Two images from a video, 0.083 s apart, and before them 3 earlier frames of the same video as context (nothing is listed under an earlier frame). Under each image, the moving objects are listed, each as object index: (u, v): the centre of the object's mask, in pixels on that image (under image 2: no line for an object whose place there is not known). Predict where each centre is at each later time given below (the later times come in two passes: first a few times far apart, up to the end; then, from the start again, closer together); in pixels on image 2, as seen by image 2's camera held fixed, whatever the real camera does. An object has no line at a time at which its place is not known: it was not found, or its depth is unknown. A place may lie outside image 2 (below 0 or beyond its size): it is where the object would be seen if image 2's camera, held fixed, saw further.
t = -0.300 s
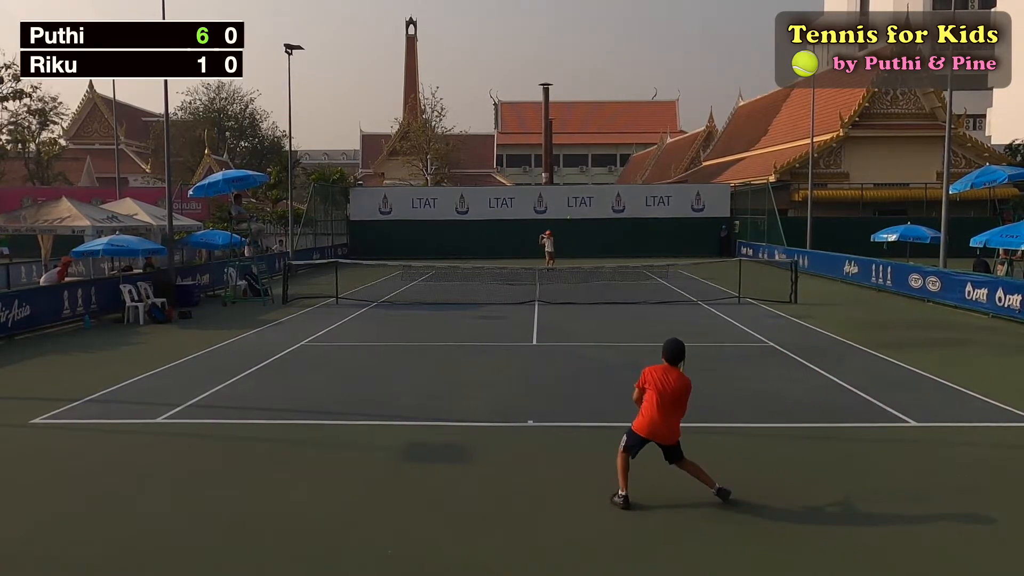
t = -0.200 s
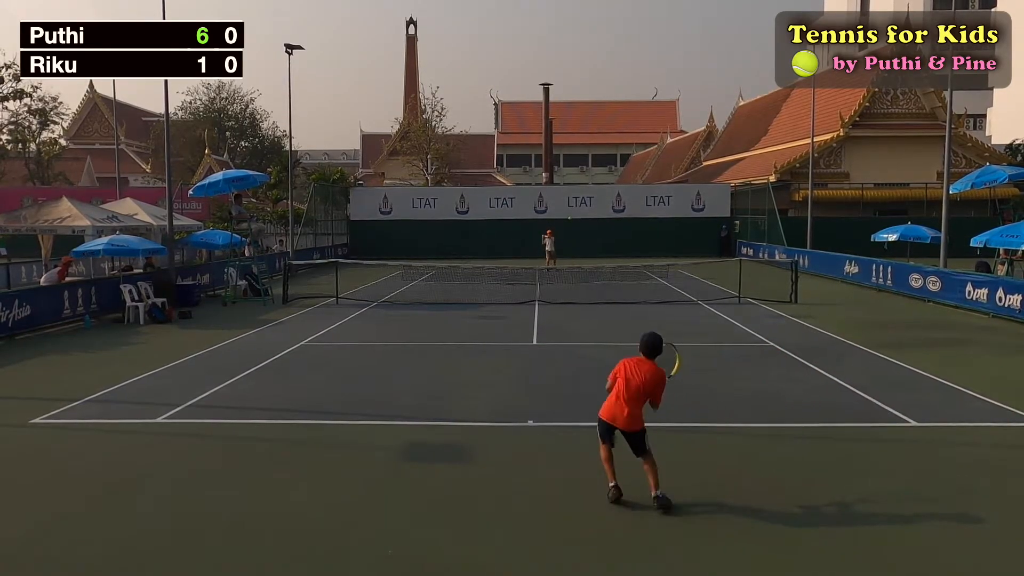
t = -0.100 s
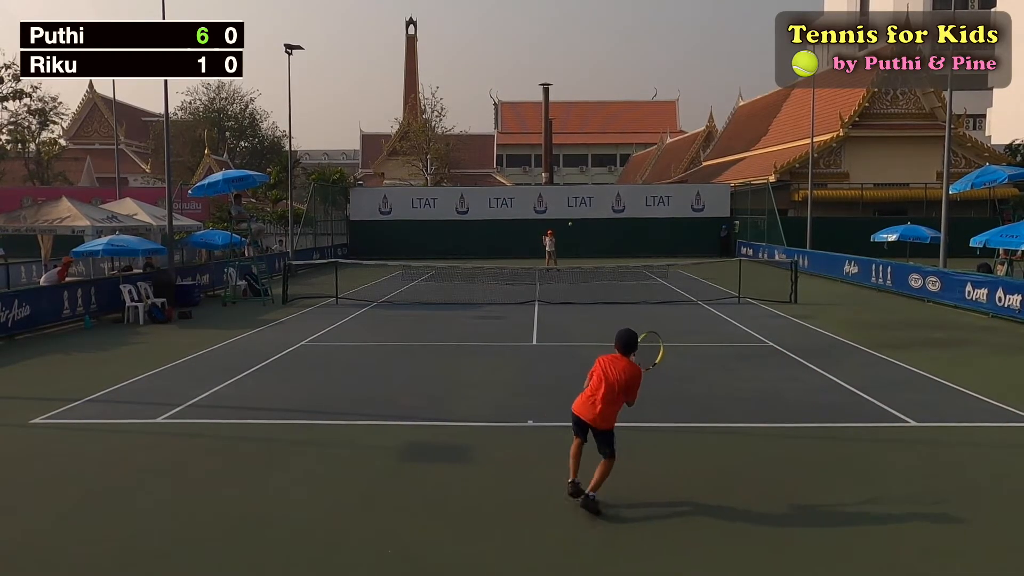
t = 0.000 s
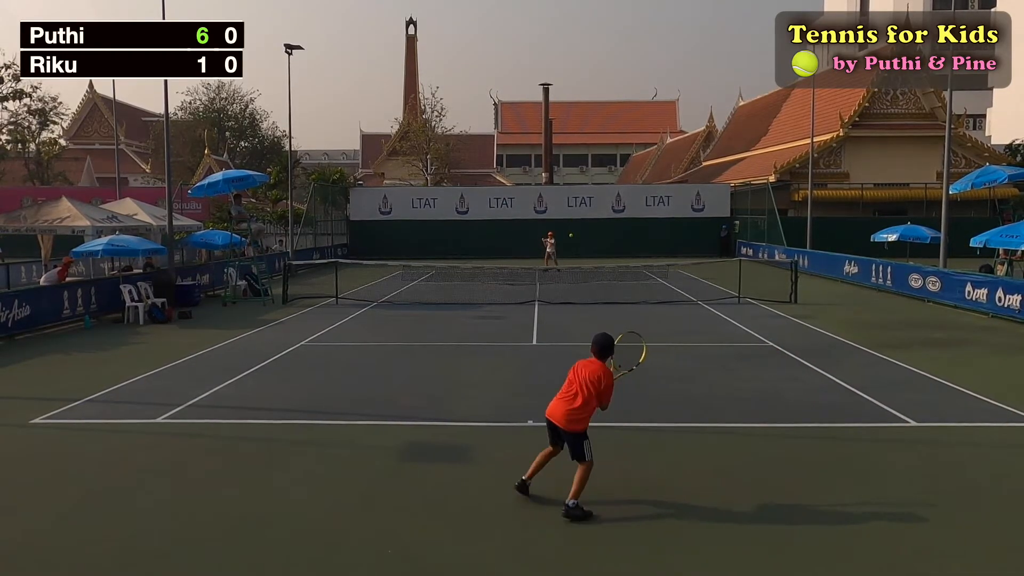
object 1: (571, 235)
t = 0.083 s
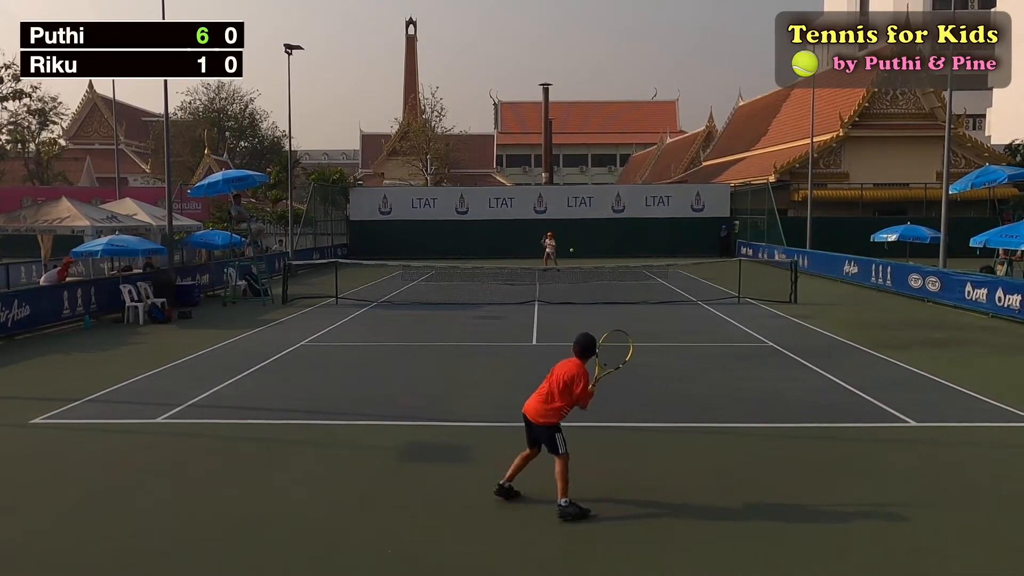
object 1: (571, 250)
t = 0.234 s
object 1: (574, 292)
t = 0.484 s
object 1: (578, 330)
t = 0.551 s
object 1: (579, 318)
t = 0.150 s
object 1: (572, 266)
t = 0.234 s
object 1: (574, 292)
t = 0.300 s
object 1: (574, 319)
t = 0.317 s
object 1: (575, 326)
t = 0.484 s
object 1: (578, 330)
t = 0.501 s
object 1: (579, 327)
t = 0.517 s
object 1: (579, 324)
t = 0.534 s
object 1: (579, 321)
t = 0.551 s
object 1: (579, 318)
